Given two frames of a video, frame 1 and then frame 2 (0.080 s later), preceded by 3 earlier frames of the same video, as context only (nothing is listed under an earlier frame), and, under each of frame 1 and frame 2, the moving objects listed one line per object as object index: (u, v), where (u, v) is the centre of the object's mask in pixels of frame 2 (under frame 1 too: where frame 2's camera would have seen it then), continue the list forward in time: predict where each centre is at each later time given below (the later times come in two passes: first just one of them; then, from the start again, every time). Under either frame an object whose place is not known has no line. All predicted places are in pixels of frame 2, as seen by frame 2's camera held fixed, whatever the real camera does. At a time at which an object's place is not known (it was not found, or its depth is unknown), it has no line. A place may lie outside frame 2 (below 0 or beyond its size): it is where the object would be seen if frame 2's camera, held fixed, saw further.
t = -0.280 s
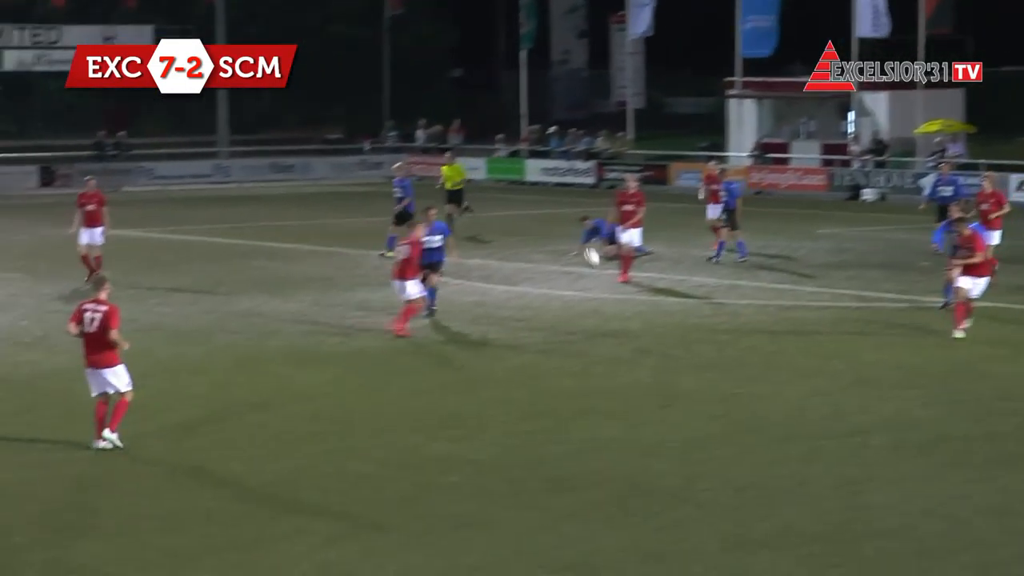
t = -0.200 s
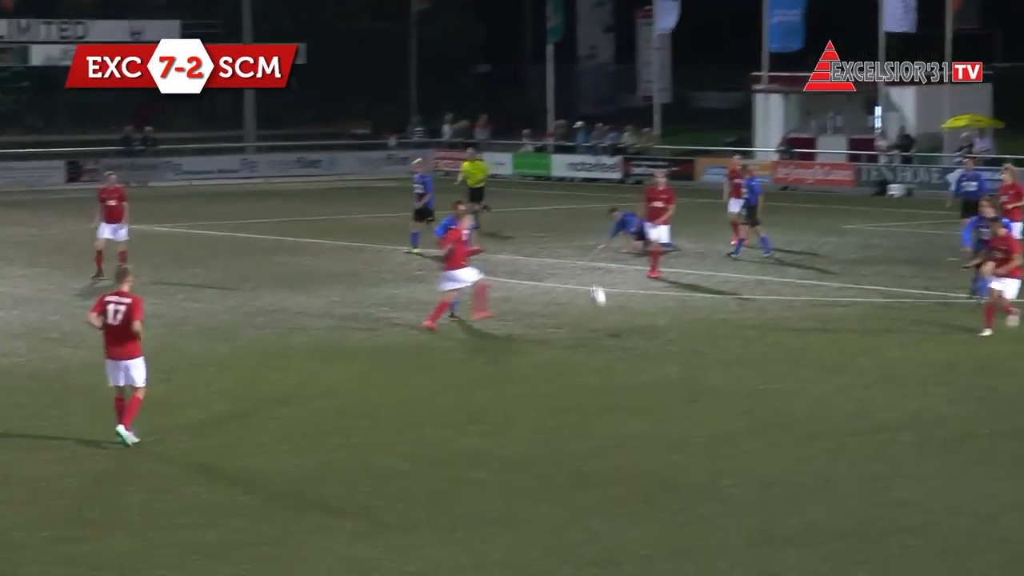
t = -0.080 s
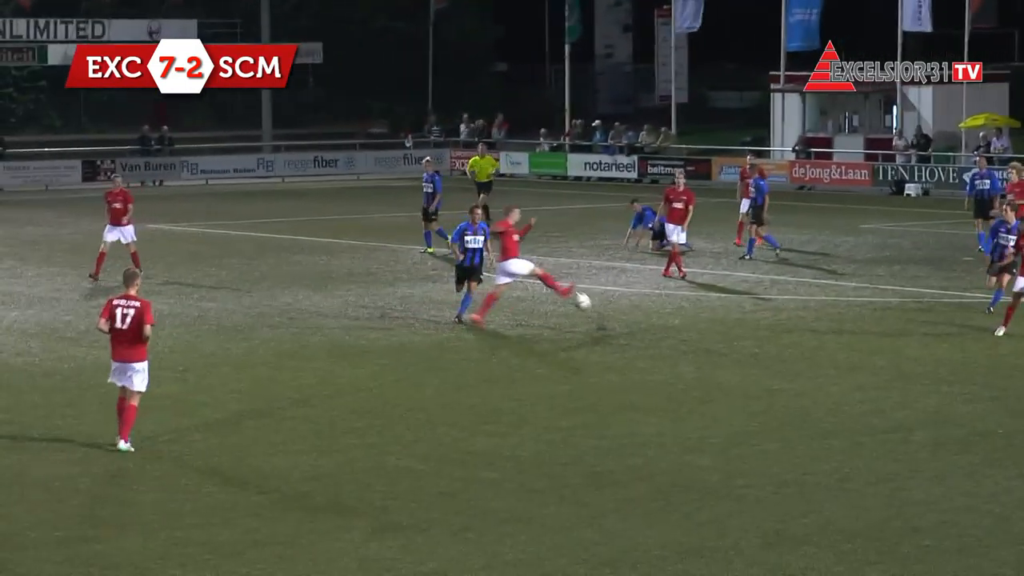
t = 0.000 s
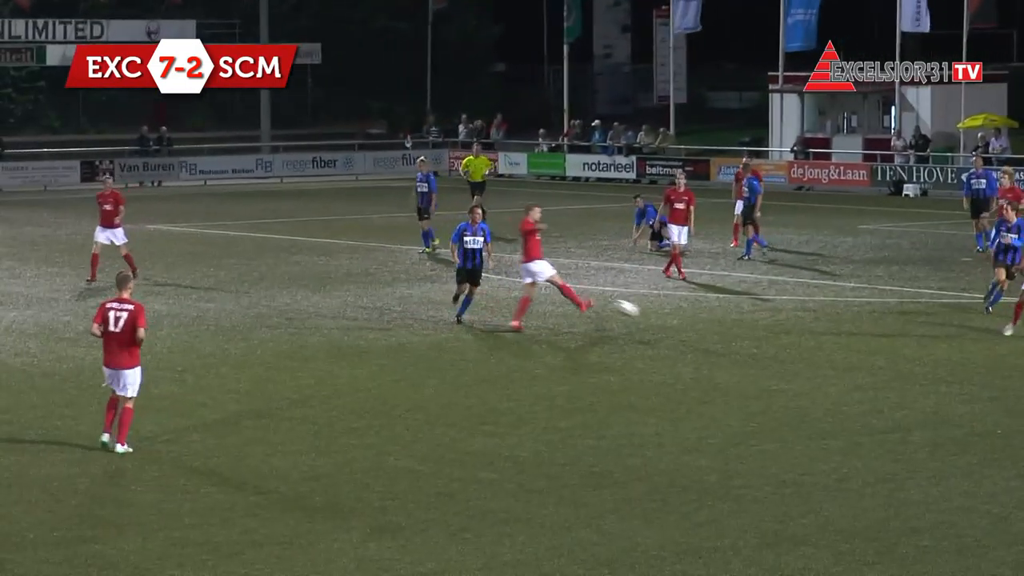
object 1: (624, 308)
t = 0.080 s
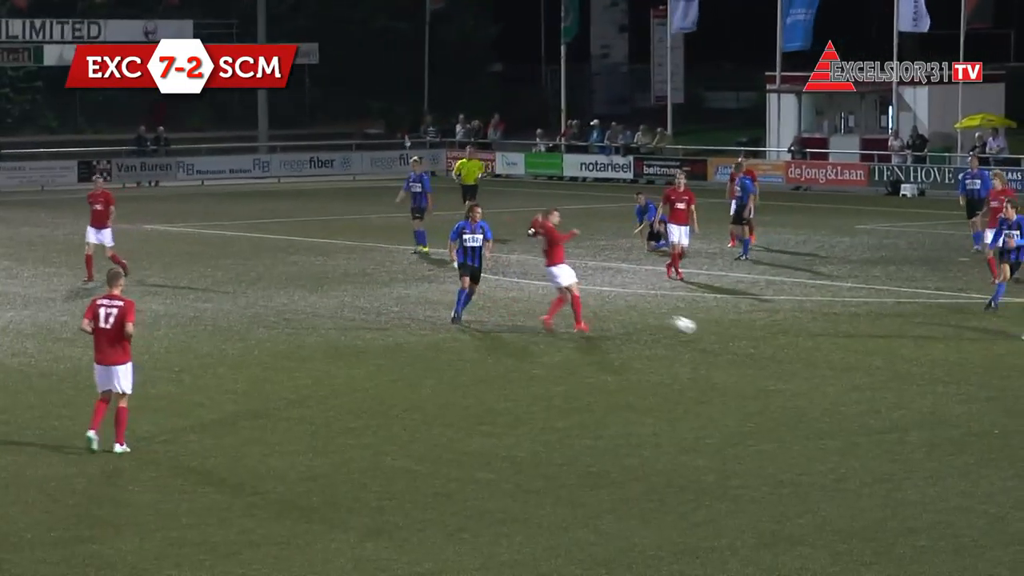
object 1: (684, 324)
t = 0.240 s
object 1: (754, 319)
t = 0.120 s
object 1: (709, 330)
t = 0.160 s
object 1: (724, 325)
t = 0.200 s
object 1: (739, 322)
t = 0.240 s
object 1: (754, 319)
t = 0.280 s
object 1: (769, 317)
